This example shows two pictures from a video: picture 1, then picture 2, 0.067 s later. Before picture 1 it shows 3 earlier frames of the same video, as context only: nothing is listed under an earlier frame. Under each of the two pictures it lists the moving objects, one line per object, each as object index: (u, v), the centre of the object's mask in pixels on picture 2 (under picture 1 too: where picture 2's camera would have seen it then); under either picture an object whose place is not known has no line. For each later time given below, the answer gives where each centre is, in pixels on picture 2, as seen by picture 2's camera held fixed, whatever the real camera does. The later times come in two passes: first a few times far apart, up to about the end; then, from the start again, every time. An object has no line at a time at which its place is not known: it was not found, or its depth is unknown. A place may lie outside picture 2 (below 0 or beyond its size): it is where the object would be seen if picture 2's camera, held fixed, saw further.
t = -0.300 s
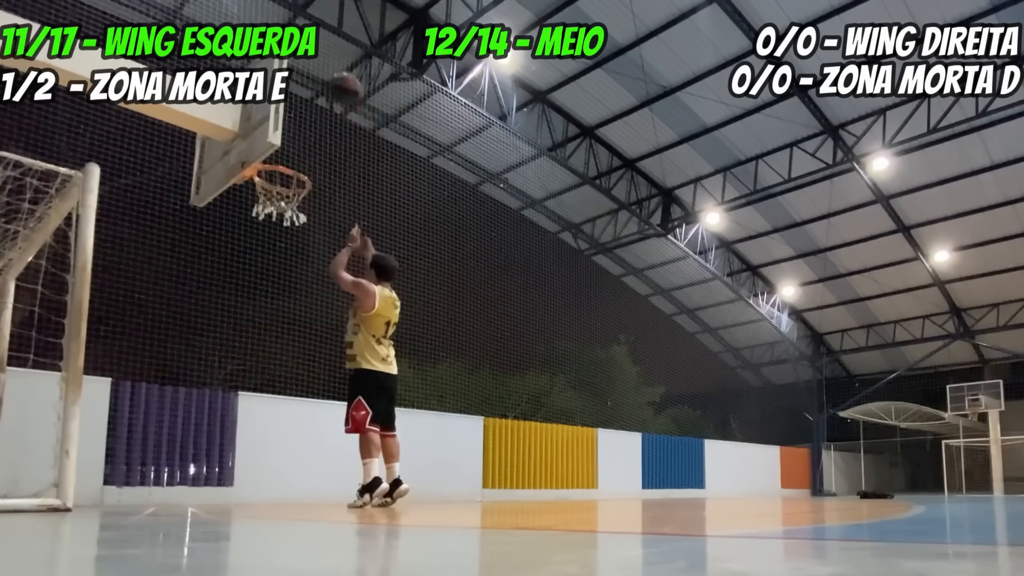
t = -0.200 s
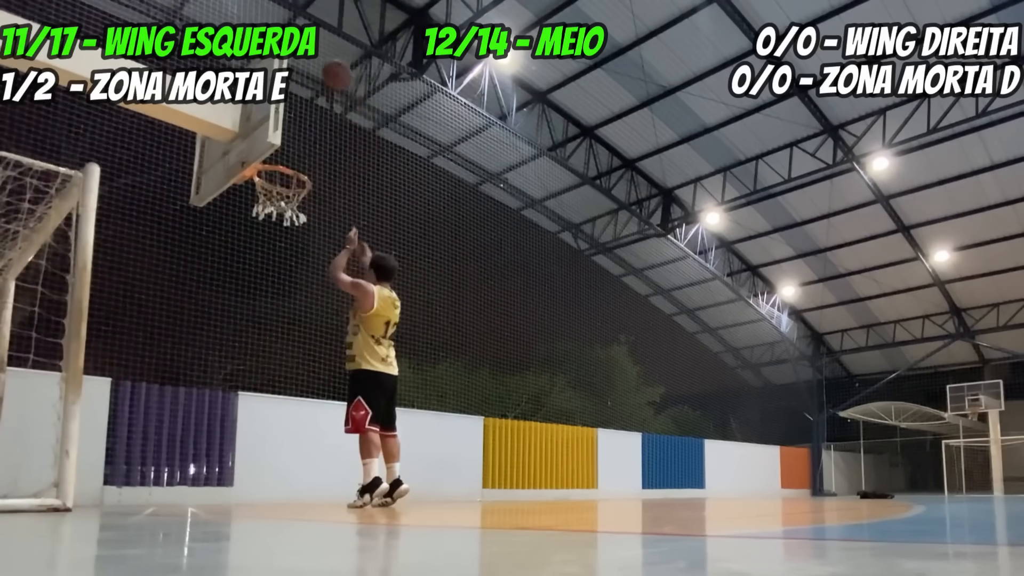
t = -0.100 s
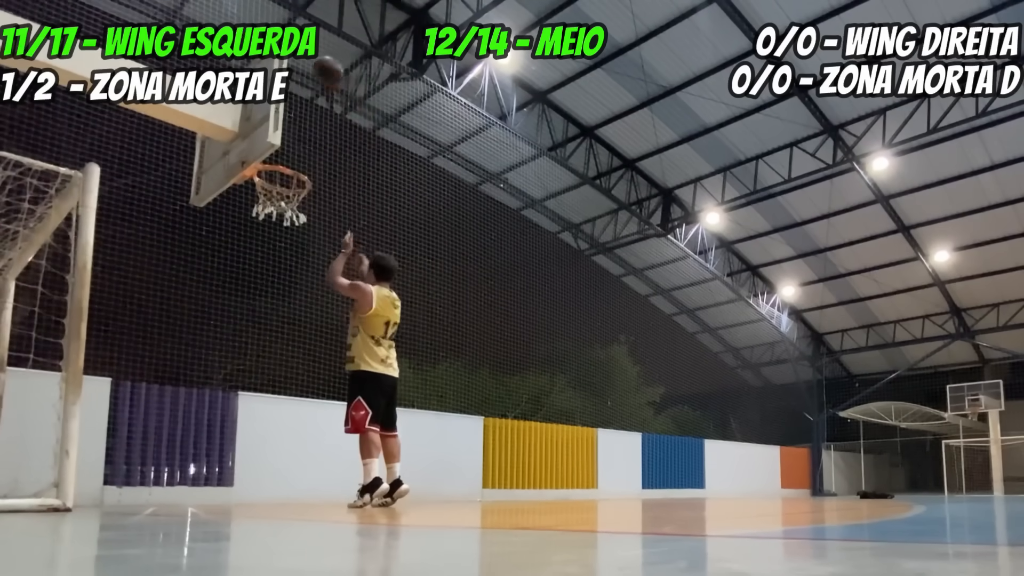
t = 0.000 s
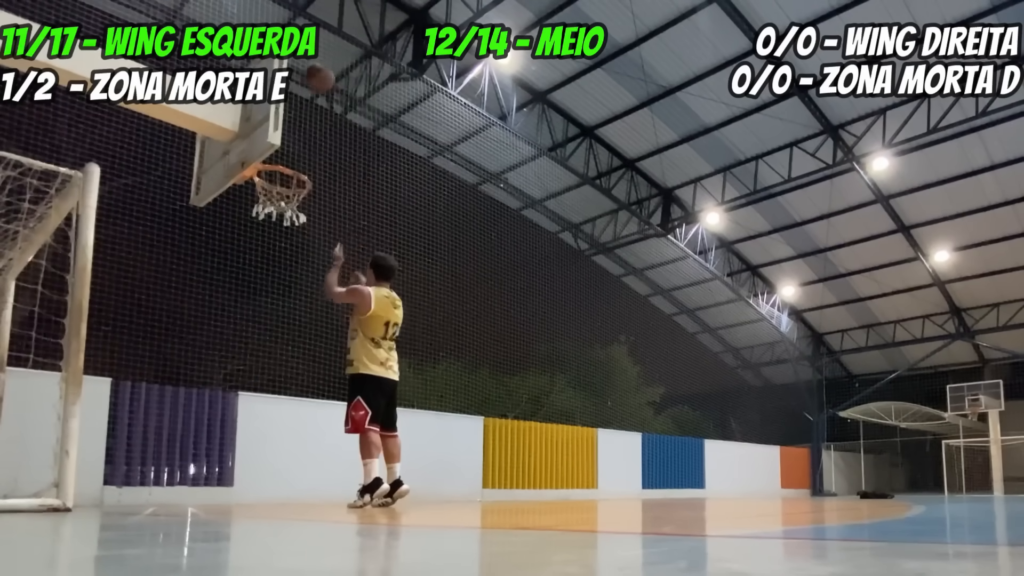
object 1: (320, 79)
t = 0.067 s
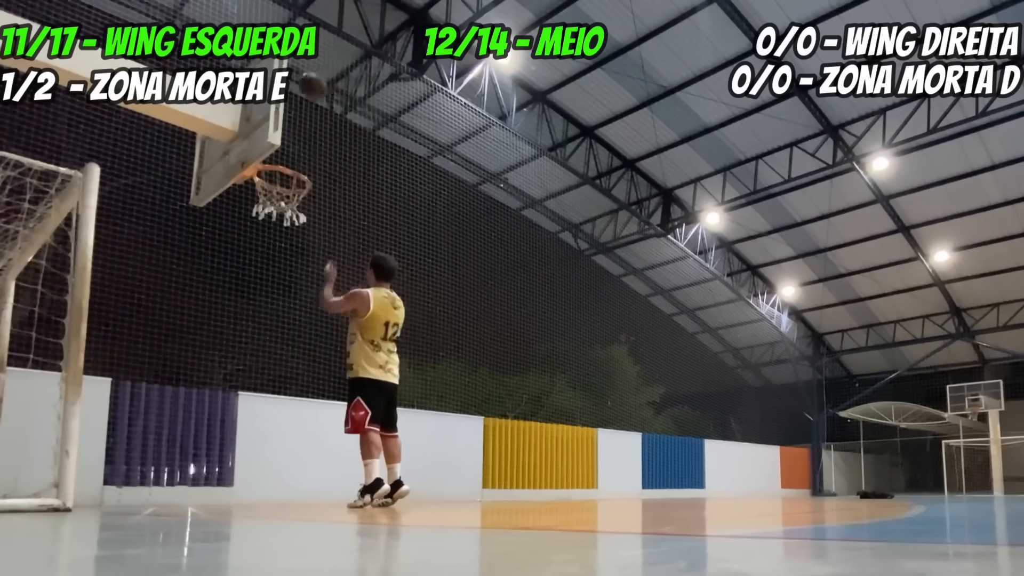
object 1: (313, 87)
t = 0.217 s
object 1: (300, 124)
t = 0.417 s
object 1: (280, 192)
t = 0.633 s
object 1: (270, 256)
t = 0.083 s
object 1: (311, 90)
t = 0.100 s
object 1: (310, 93)
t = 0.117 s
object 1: (307, 96)
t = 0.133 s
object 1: (308, 100)
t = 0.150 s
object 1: (305, 103)
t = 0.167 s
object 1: (303, 108)
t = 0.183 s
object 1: (302, 114)
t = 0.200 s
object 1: (300, 118)
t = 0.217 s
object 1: (300, 124)
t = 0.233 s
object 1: (297, 128)
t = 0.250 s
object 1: (296, 134)
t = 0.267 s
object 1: (294, 139)
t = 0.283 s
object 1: (294, 147)
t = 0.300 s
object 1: (291, 151)
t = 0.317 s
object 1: (289, 157)
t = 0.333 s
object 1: (288, 160)
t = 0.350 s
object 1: (288, 173)
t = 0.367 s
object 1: (284, 179)
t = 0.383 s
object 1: (282, 183)
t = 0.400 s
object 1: (280, 185)
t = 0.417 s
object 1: (280, 192)
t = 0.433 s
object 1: (280, 216)
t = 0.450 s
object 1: (276, 213)
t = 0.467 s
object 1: (278, 210)
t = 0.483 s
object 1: (278, 211)
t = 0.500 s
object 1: (278, 209)
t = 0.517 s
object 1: (276, 221)
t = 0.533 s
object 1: (275, 225)
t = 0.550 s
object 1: (275, 228)
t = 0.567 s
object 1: (273, 233)
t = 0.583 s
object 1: (272, 239)
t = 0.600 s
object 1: (271, 244)
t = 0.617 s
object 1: (271, 250)
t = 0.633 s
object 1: (270, 256)
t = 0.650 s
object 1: (268, 262)
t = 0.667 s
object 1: (267, 271)
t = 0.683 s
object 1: (266, 277)
